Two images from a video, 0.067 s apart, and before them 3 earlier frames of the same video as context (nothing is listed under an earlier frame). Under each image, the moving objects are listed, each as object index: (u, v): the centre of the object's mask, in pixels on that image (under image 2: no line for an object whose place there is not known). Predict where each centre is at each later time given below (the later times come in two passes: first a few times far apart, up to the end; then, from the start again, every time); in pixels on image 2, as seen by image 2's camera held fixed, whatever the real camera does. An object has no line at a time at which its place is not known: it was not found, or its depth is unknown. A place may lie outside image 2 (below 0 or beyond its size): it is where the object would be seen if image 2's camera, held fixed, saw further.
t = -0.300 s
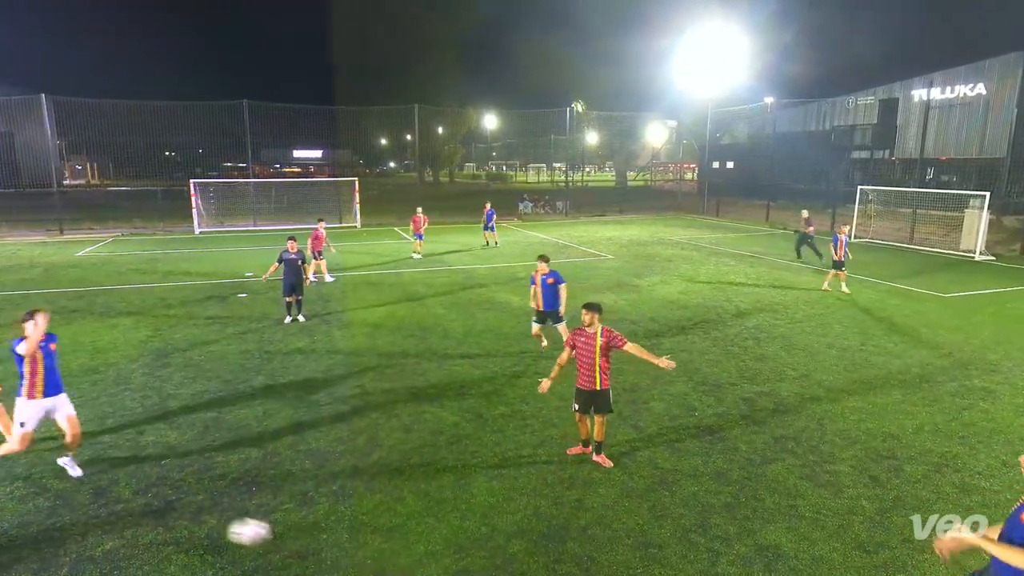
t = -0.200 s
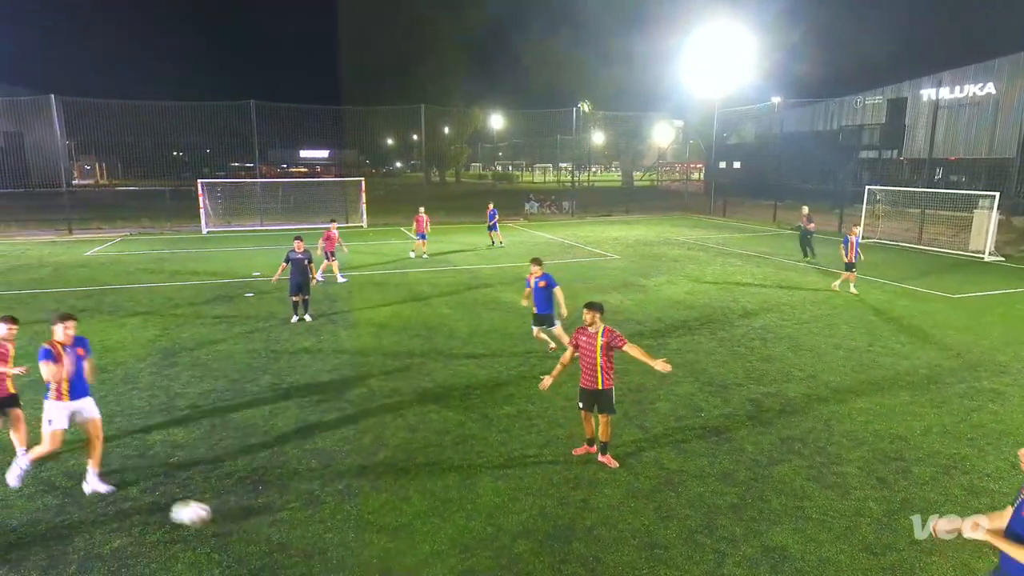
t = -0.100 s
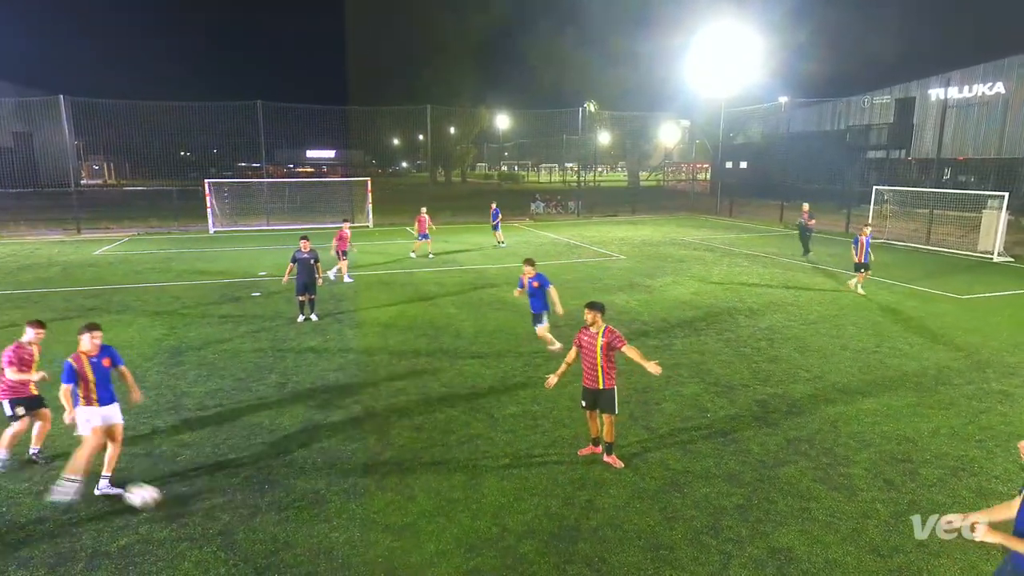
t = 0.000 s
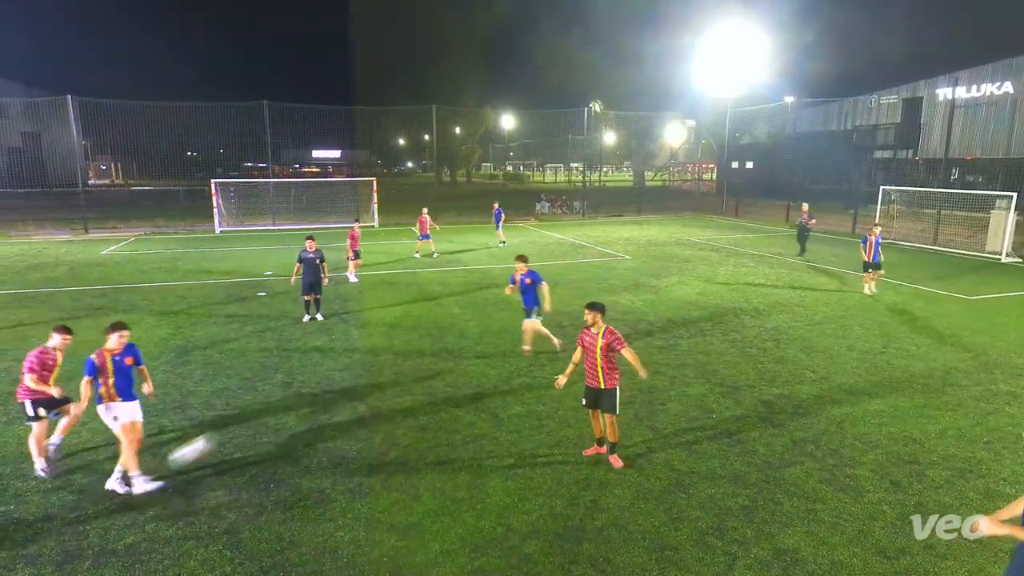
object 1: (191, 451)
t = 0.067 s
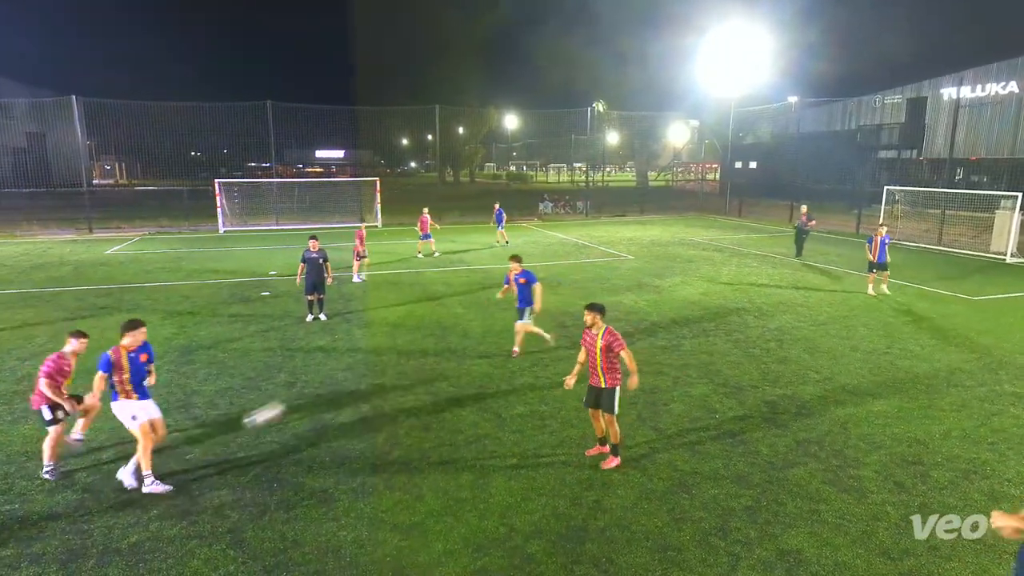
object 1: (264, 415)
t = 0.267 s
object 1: (385, 362)
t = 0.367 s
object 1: (439, 346)
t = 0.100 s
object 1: (295, 400)
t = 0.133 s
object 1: (323, 389)
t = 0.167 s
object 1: (348, 378)
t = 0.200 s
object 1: (362, 369)
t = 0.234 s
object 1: (373, 366)
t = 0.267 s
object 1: (385, 362)
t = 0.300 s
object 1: (404, 356)
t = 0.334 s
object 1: (422, 351)
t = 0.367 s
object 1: (439, 346)
